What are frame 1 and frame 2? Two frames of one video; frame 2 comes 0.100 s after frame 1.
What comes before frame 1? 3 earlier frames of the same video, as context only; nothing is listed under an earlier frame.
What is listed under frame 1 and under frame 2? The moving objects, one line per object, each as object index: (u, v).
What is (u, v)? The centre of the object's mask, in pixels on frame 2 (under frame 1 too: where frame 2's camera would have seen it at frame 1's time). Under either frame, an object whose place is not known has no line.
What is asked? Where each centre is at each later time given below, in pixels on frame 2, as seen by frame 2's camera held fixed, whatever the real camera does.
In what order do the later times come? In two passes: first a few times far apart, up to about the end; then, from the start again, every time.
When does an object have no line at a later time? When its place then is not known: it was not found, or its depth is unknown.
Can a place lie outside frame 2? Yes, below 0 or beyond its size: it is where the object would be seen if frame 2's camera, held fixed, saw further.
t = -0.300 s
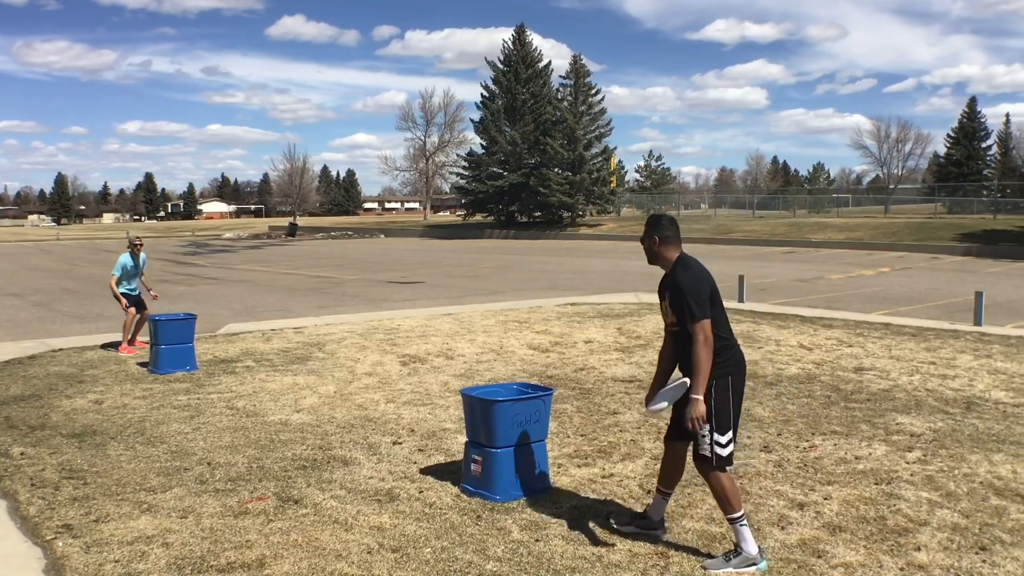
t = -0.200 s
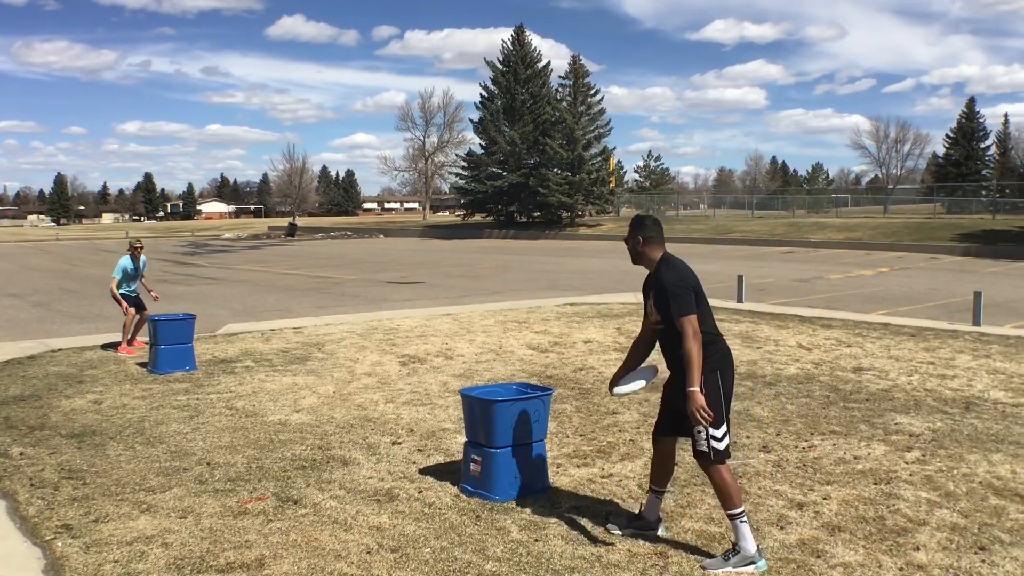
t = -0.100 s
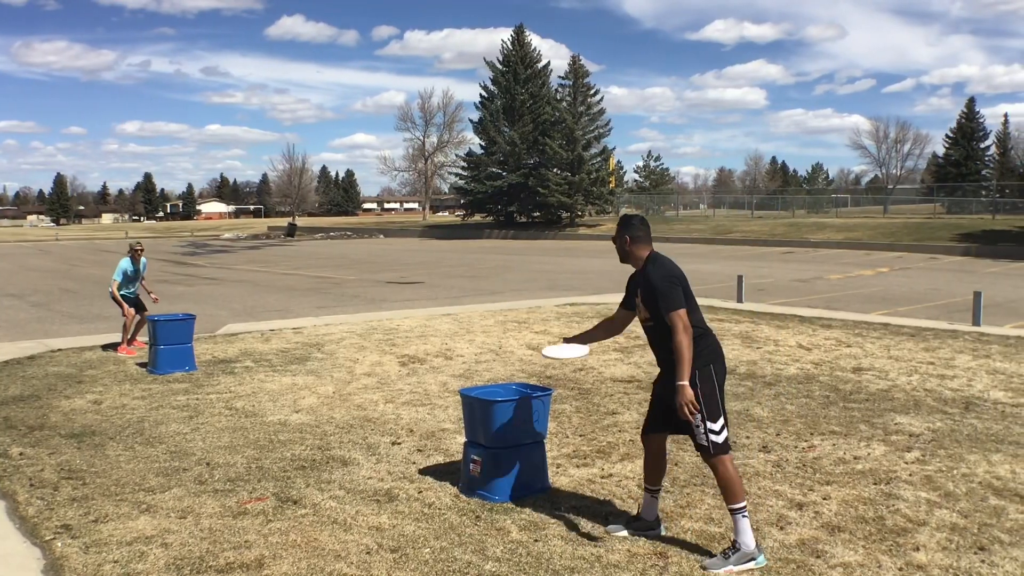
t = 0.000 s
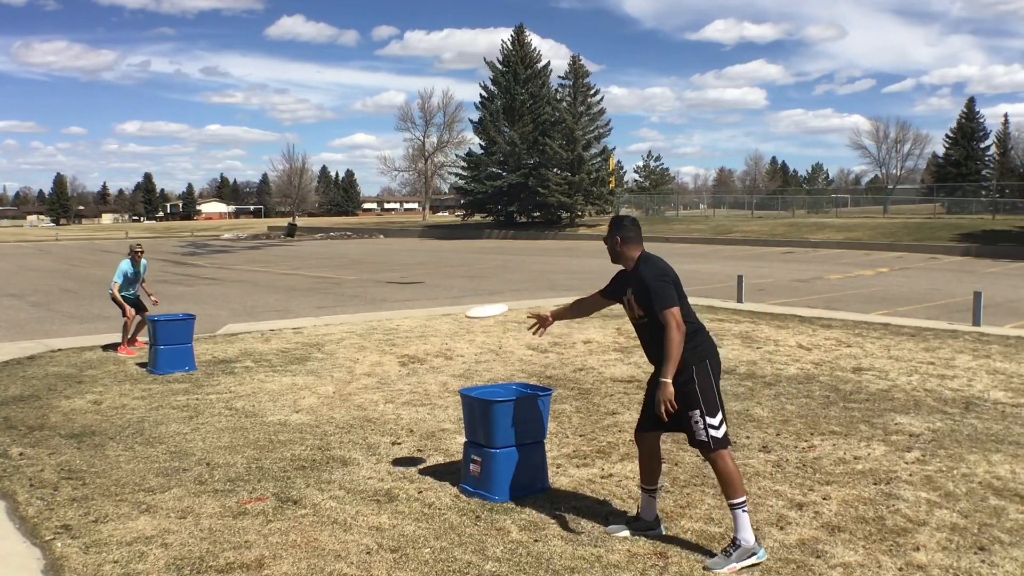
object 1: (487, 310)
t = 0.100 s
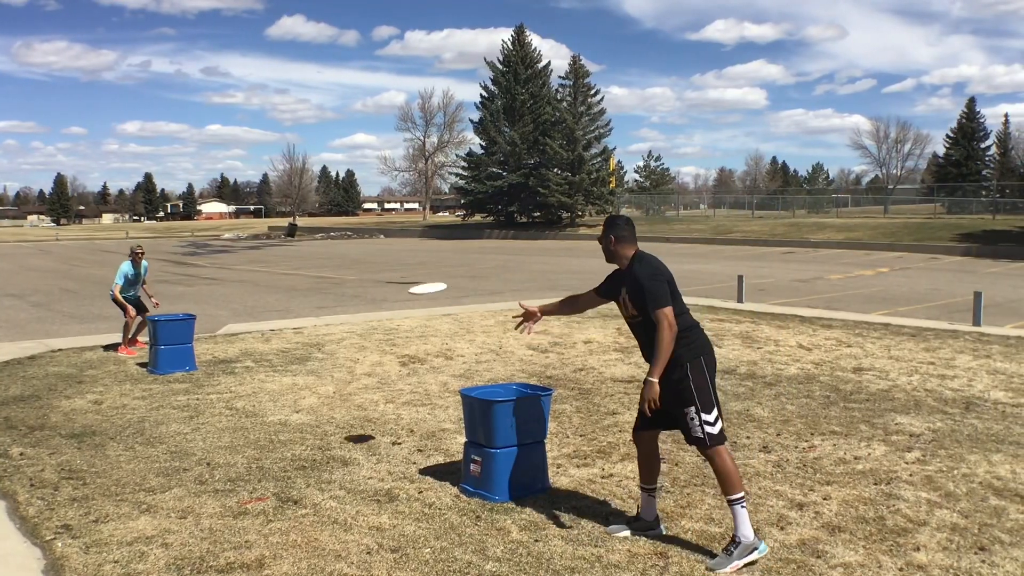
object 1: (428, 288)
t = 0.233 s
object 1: (365, 278)
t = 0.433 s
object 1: (294, 286)
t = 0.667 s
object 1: (232, 309)
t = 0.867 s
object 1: (191, 330)
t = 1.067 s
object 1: (176, 373)
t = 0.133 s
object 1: (410, 284)
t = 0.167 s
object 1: (394, 281)
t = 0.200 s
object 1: (379, 279)
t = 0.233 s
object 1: (365, 278)
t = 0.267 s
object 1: (351, 278)
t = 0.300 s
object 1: (339, 278)
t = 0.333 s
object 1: (326, 280)
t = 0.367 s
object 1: (315, 281)
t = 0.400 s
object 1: (304, 283)
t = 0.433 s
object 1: (294, 286)
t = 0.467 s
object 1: (284, 289)
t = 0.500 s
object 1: (274, 292)
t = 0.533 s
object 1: (265, 295)
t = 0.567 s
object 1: (256, 298)
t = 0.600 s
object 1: (248, 301)
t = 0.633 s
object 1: (240, 305)
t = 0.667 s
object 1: (232, 309)
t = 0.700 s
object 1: (224, 312)
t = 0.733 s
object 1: (217, 315)
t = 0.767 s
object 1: (210, 319)
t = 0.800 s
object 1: (203, 322)
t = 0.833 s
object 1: (196, 326)
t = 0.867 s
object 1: (191, 330)
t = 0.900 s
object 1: (188, 336)
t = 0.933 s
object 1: (186, 342)
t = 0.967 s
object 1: (183, 349)
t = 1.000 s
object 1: (181, 357)
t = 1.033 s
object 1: (178, 366)
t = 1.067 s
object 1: (176, 373)
